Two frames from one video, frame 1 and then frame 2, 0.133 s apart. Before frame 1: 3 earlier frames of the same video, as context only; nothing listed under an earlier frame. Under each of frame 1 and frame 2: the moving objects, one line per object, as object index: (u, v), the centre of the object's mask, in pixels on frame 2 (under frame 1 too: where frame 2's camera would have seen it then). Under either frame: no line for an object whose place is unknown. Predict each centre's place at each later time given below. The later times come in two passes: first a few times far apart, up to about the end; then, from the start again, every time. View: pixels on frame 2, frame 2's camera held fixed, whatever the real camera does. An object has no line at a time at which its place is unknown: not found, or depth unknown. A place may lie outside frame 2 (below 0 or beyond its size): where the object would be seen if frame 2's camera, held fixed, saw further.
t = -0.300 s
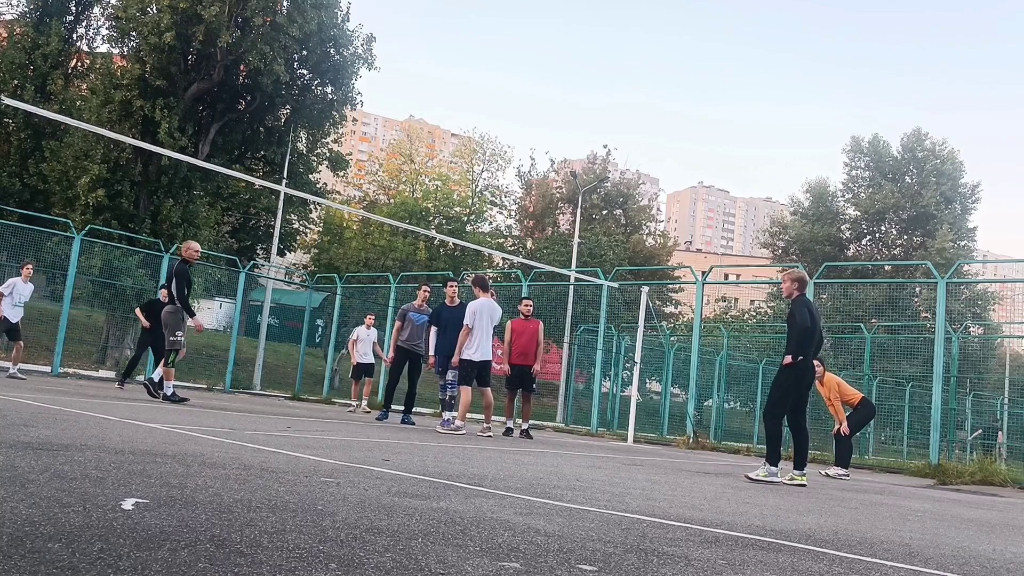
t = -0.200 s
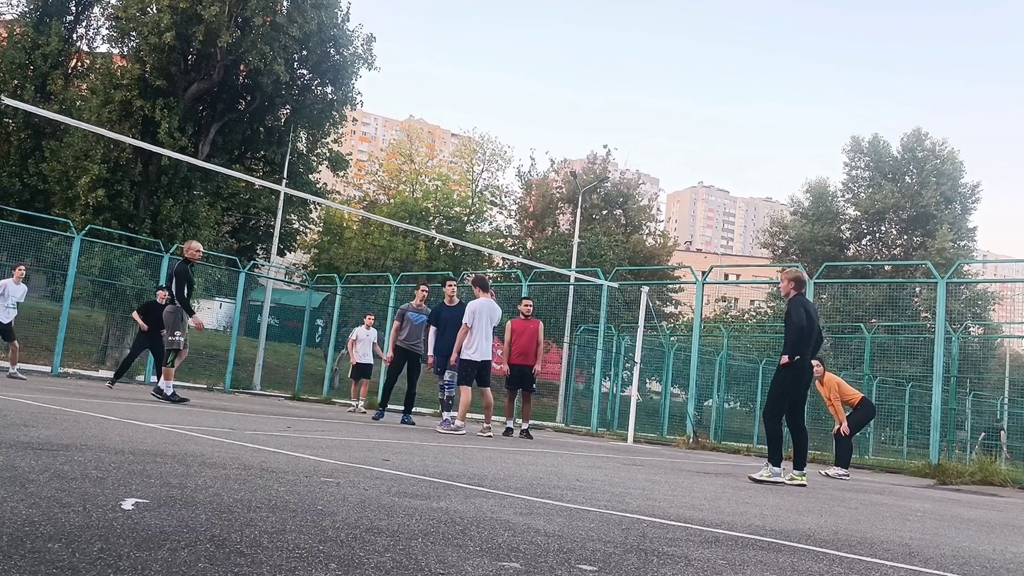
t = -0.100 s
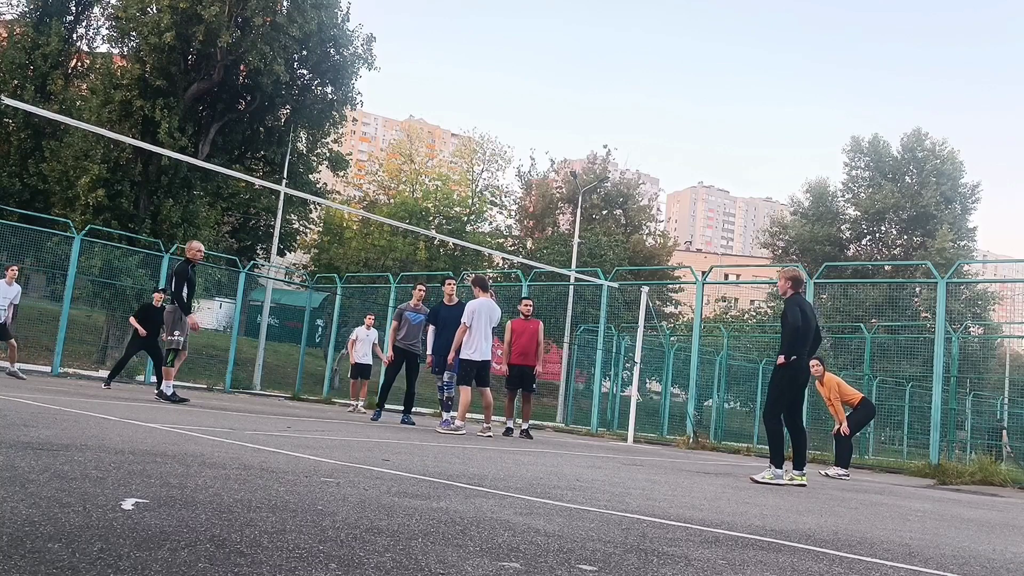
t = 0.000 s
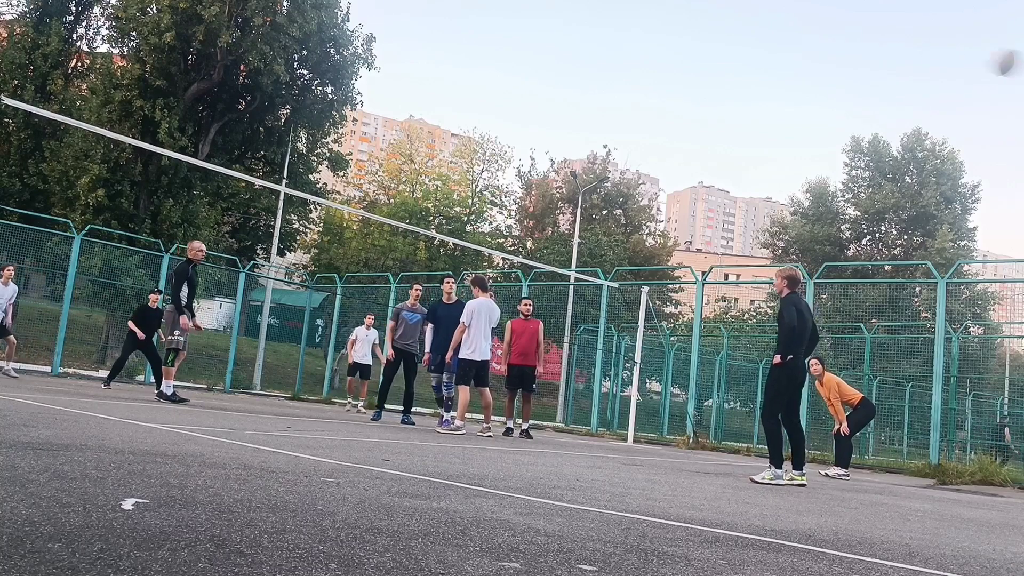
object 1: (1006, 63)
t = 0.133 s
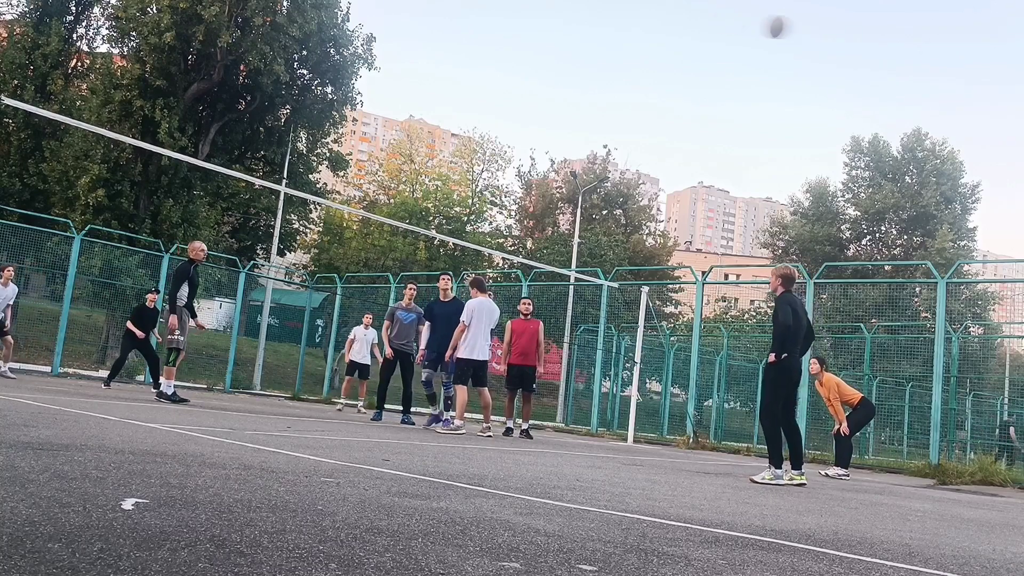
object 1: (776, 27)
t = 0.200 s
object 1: (684, 19)
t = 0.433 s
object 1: (433, 23)
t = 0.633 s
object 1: (280, 55)
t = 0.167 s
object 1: (729, 22)
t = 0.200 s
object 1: (684, 19)
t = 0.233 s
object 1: (641, 16)
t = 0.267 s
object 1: (601, 15)
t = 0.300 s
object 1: (564, 15)
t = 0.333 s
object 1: (528, 16)
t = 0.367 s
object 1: (495, 18)
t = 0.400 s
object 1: (463, 20)
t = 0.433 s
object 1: (433, 23)
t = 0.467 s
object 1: (405, 27)
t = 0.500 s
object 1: (377, 31)
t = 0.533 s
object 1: (349, 35)
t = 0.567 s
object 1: (326, 41)
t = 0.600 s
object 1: (303, 47)
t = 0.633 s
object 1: (280, 55)
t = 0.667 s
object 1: (256, 63)
